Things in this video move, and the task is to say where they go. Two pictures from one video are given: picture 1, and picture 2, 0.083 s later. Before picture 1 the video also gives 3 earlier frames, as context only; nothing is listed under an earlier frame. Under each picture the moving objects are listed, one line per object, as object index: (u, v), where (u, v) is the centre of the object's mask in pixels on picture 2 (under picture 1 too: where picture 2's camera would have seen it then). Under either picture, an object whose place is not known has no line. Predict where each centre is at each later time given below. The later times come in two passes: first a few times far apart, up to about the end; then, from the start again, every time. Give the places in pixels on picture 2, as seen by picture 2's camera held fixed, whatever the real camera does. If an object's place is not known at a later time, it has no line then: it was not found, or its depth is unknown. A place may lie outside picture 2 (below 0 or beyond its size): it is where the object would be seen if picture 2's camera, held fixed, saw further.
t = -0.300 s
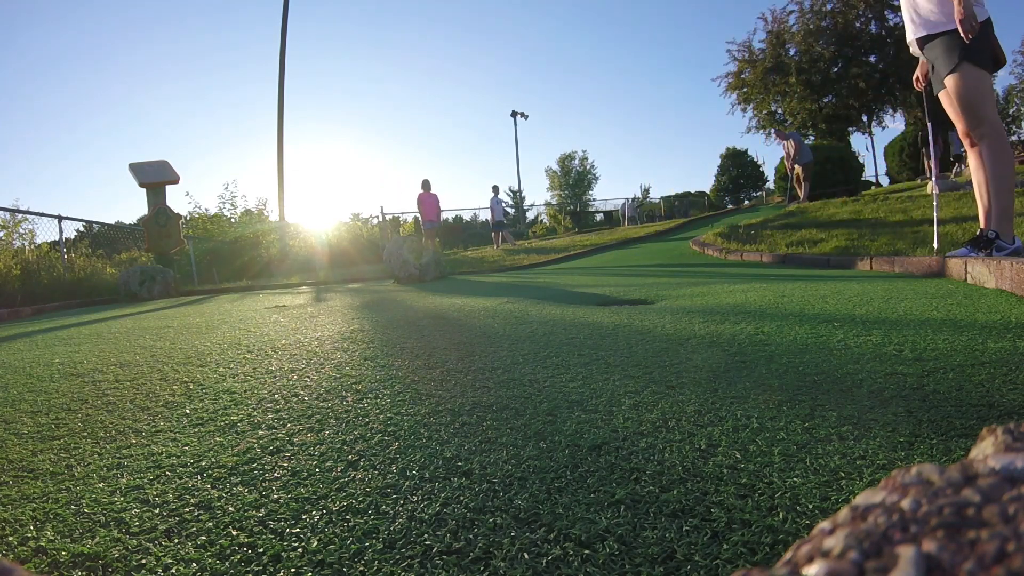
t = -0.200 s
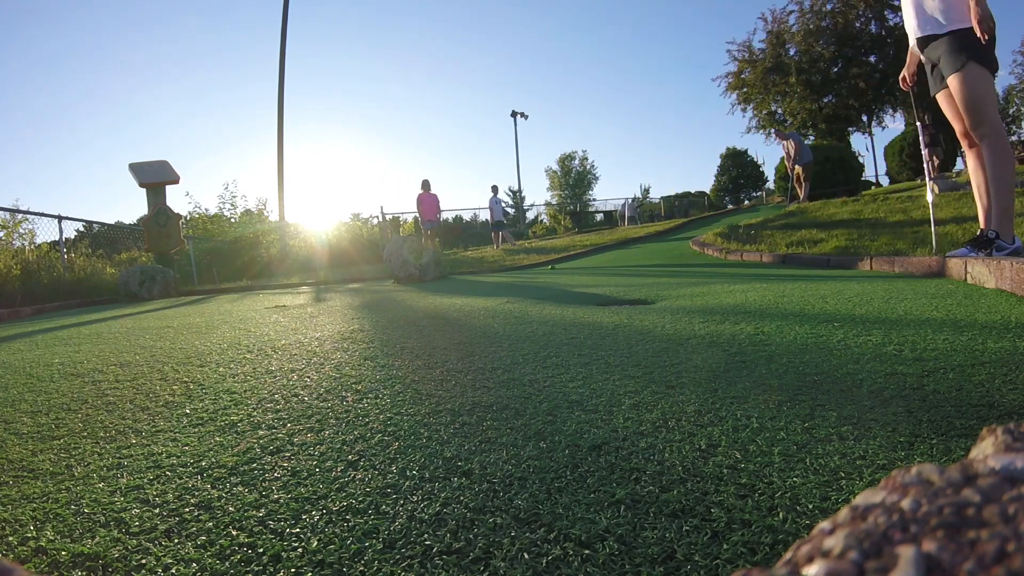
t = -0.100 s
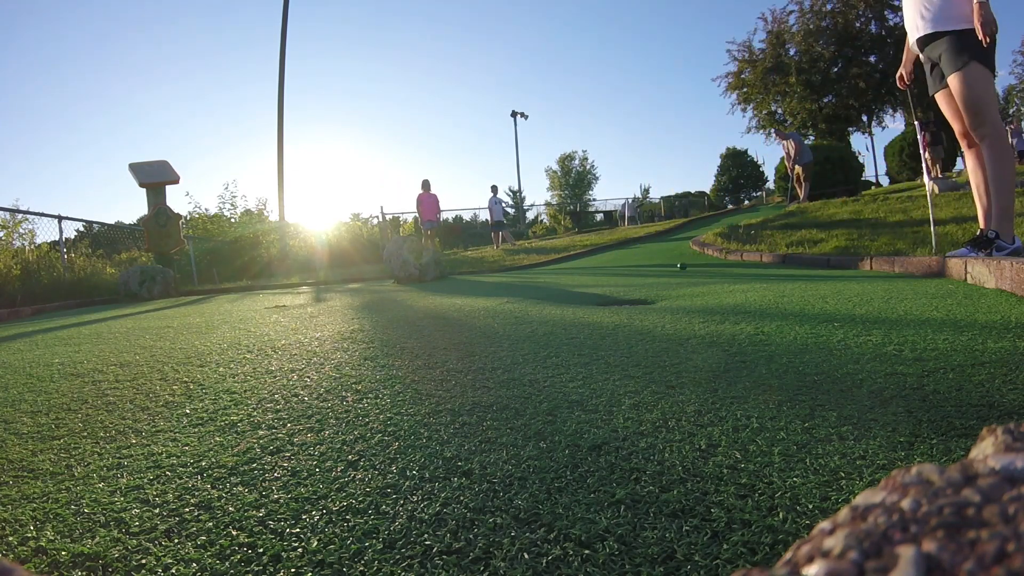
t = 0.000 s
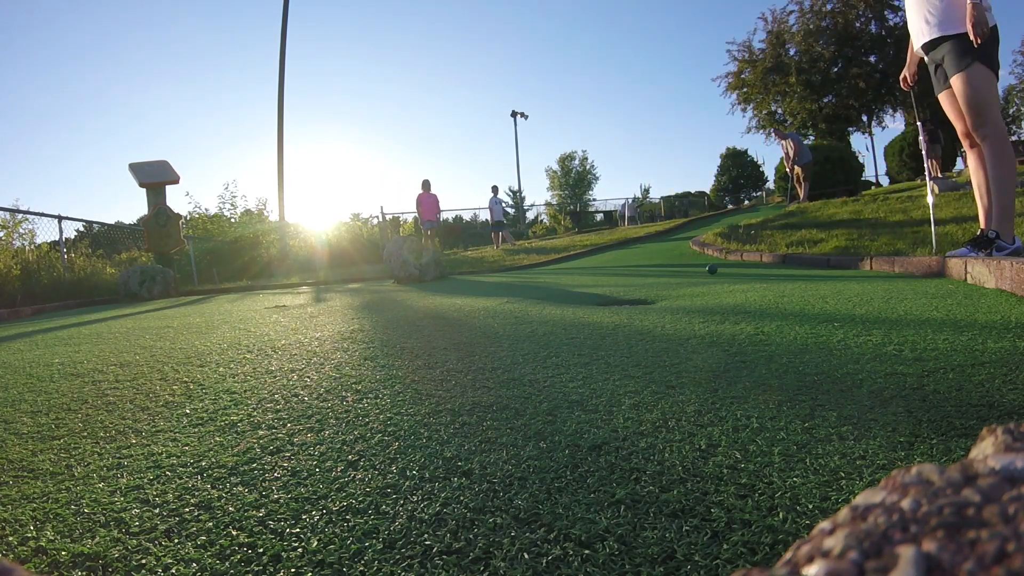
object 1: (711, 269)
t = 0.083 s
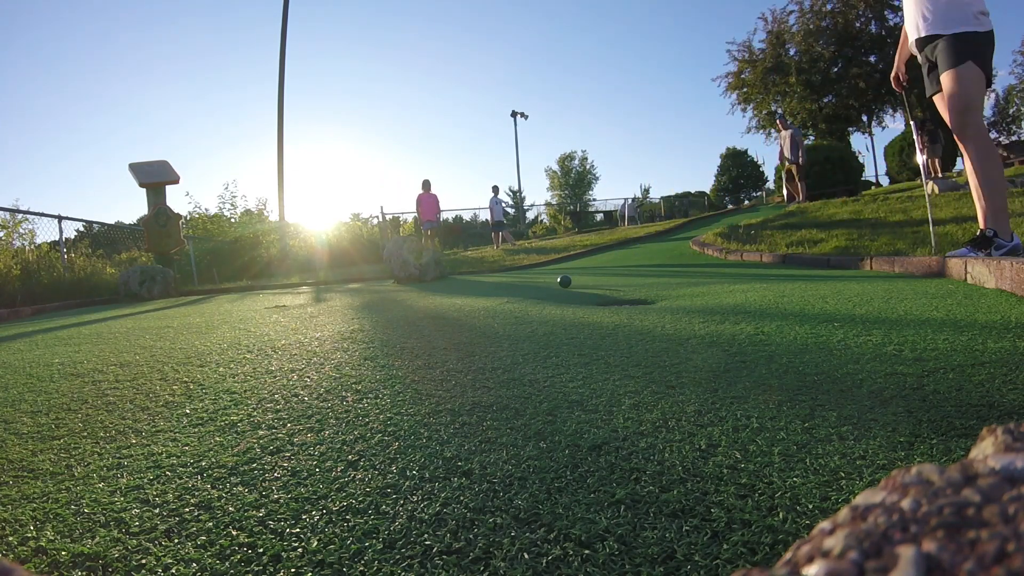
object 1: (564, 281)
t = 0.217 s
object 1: (299, 300)
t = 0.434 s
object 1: (91, 317)
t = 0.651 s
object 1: (97, 317)
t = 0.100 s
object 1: (529, 284)
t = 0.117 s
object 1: (497, 286)
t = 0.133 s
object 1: (465, 288)
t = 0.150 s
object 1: (429, 291)
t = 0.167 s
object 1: (396, 294)
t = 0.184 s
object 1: (360, 296)
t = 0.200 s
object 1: (326, 297)
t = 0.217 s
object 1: (299, 300)
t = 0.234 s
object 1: (268, 303)
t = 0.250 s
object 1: (243, 305)
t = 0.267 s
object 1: (216, 307)
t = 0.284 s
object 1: (194, 309)
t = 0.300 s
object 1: (174, 311)
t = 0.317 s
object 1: (153, 313)
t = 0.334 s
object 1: (139, 314)
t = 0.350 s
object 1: (125, 315)
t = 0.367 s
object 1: (114, 316)
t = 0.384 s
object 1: (104, 316)
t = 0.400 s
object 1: (95, 317)
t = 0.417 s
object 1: (91, 317)
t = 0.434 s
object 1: (91, 317)
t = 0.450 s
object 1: (93, 317)
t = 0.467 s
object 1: (96, 317)
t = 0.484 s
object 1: (97, 317)
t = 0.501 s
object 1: (97, 317)
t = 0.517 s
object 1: (97, 317)
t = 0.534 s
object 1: (97, 317)
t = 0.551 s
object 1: (97, 317)
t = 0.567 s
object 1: (97, 317)
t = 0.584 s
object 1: (97, 317)
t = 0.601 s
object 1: (97, 317)
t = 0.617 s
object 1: (97, 317)
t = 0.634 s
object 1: (97, 317)
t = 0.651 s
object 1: (97, 317)
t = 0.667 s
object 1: (97, 317)
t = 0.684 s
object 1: (97, 317)
